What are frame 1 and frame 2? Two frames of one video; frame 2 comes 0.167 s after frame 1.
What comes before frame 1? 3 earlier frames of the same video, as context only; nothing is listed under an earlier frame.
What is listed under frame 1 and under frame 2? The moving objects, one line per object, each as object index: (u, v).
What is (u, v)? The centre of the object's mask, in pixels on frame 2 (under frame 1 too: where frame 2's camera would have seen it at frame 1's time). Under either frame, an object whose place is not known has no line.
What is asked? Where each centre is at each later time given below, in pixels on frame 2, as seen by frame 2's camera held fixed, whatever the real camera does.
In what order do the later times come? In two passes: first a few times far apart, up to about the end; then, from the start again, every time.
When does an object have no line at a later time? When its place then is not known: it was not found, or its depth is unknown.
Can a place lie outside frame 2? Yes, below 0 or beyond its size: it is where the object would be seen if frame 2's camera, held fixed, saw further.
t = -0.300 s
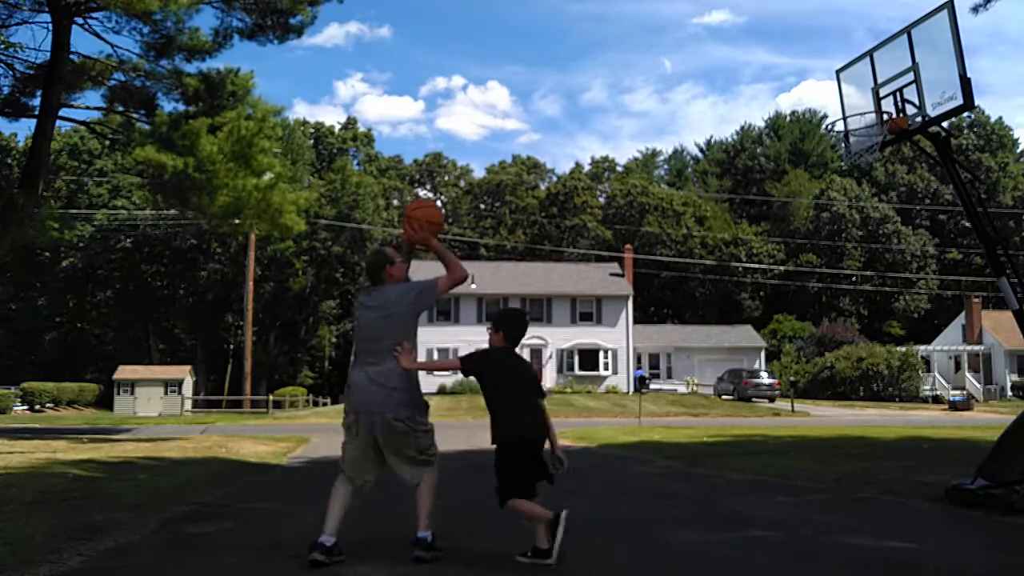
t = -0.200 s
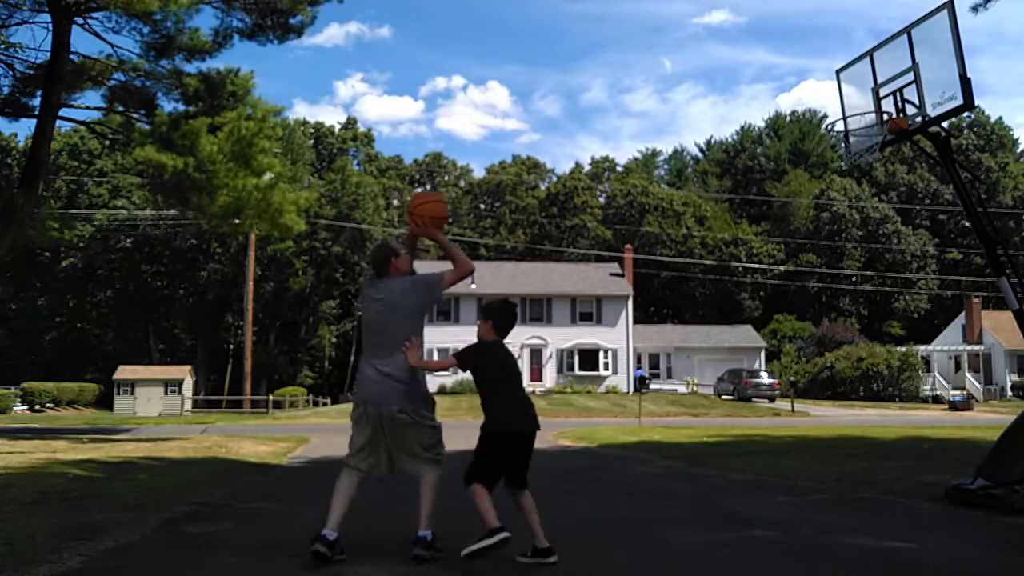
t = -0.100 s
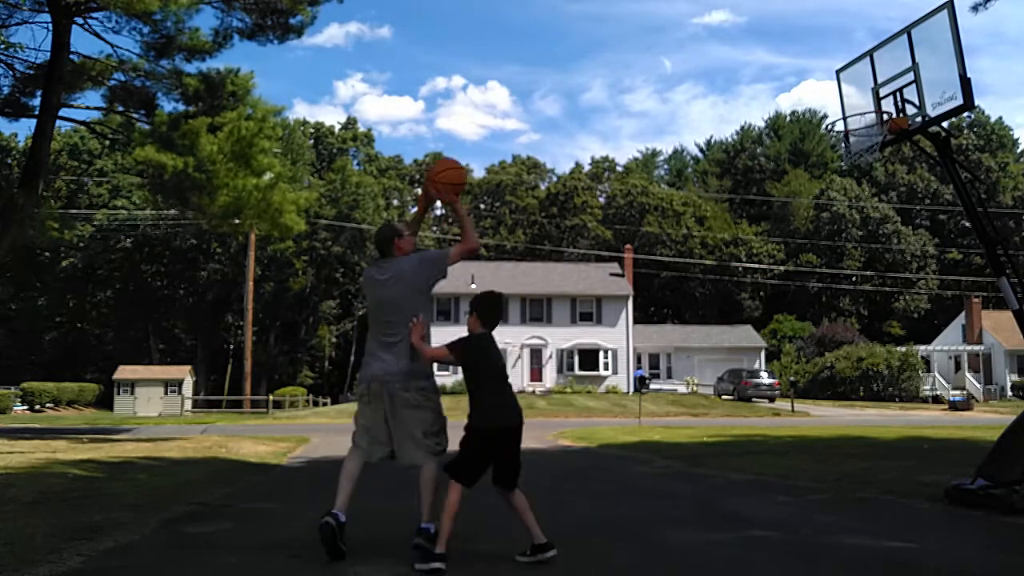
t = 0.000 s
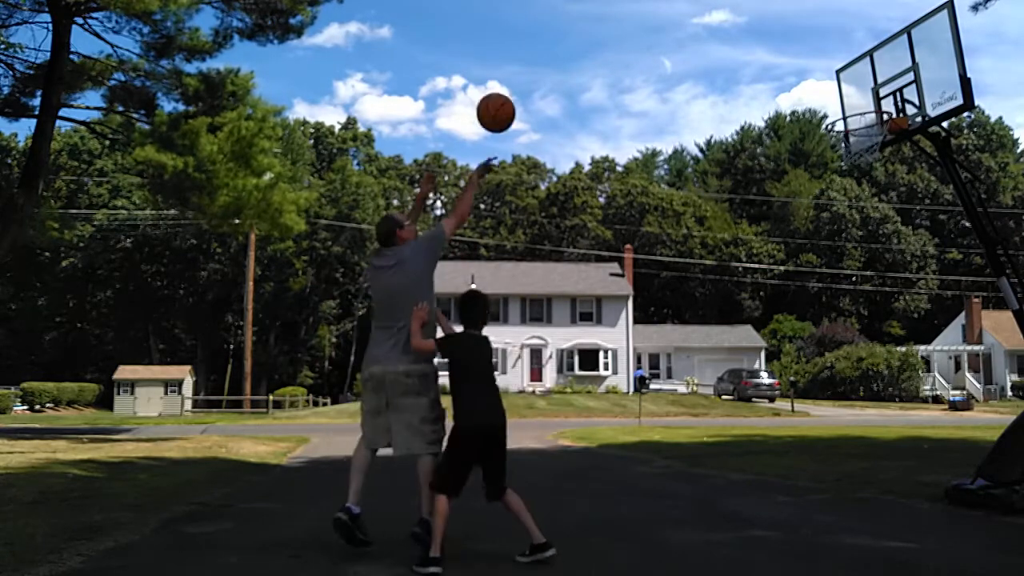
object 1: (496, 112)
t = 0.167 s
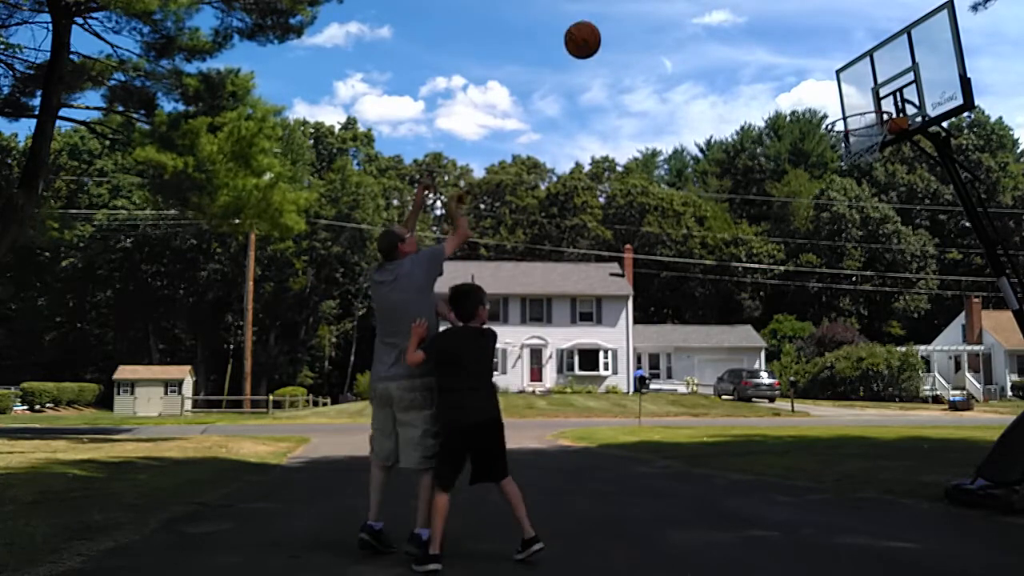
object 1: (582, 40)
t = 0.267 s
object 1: (629, 20)
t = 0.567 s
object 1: (749, 45)
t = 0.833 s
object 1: (806, 125)
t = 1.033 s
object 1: (777, 168)
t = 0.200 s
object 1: (598, 31)
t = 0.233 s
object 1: (614, 25)
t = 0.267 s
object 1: (629, 20)
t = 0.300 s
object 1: (643, 17)
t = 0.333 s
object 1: (658, 16)
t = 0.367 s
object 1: (672, 16)
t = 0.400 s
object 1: (685, 17)
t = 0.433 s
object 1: (698, 20)
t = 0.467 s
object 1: (711, 24)
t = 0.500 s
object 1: (724, 30)
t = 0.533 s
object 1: (736, 37)
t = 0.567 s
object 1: (749, 45)
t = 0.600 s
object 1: (761, 55)
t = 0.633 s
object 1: (772, 65)
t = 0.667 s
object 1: (784, 77)
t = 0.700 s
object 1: (795, 90)
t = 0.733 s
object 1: (806, 105)
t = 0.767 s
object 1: (816, 119)
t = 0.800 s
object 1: (811, 122)
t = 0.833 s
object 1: (806, 125)
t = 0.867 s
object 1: (800, 129)
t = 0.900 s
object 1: (794, 134)
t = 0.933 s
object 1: (791, 141)
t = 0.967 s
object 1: (785, 148)
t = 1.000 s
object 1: (781, 156)
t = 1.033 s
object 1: (777, 168)
